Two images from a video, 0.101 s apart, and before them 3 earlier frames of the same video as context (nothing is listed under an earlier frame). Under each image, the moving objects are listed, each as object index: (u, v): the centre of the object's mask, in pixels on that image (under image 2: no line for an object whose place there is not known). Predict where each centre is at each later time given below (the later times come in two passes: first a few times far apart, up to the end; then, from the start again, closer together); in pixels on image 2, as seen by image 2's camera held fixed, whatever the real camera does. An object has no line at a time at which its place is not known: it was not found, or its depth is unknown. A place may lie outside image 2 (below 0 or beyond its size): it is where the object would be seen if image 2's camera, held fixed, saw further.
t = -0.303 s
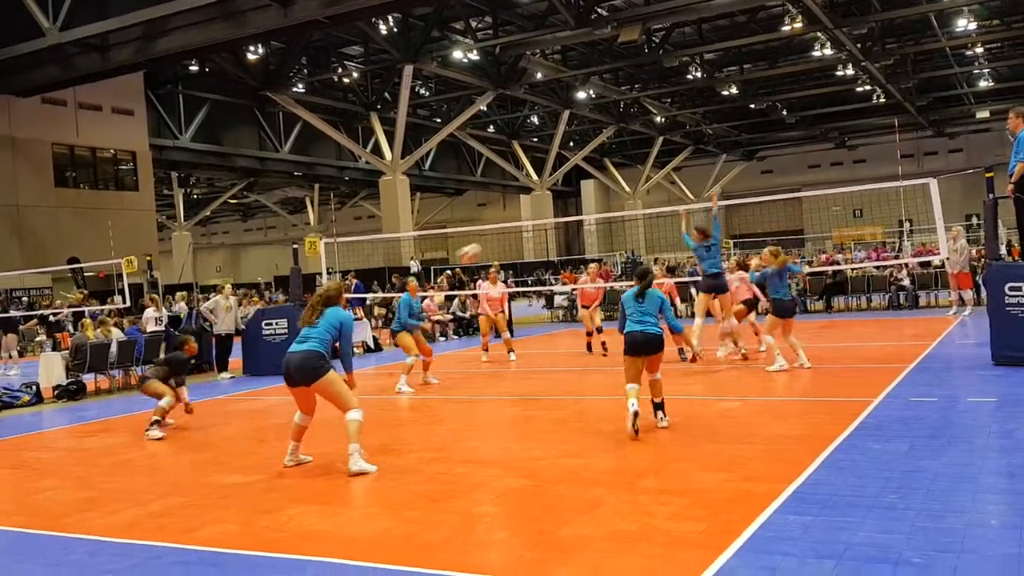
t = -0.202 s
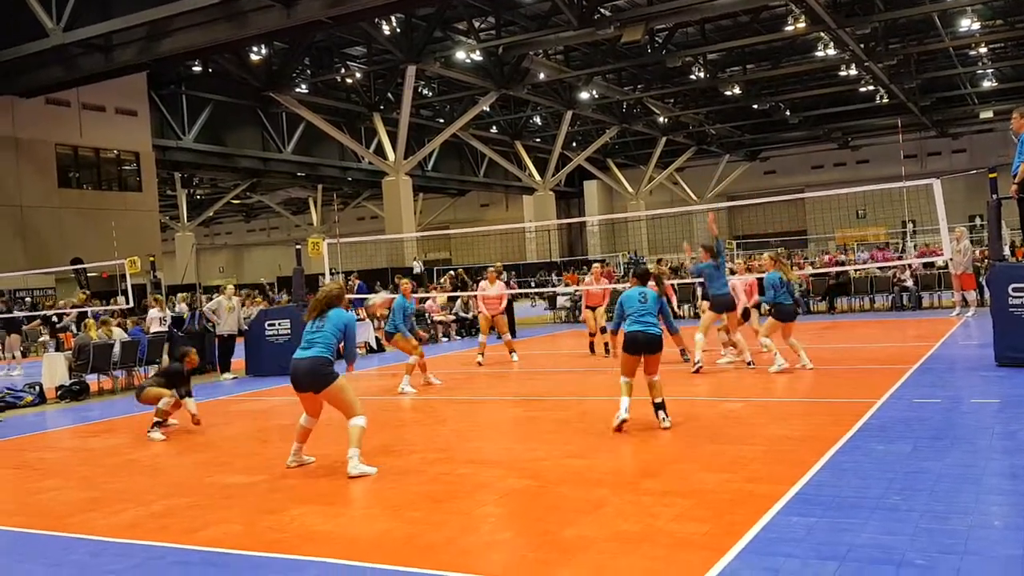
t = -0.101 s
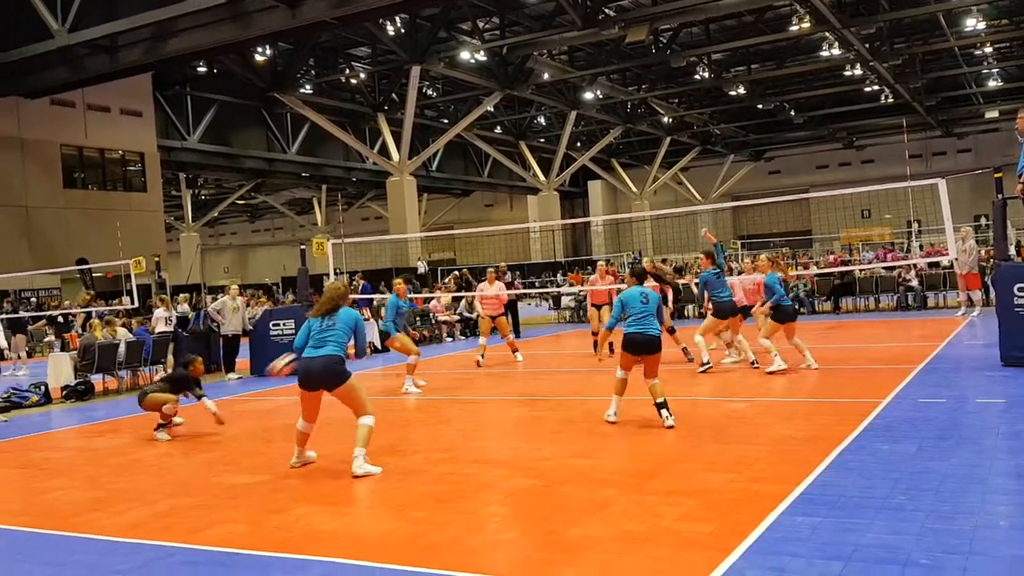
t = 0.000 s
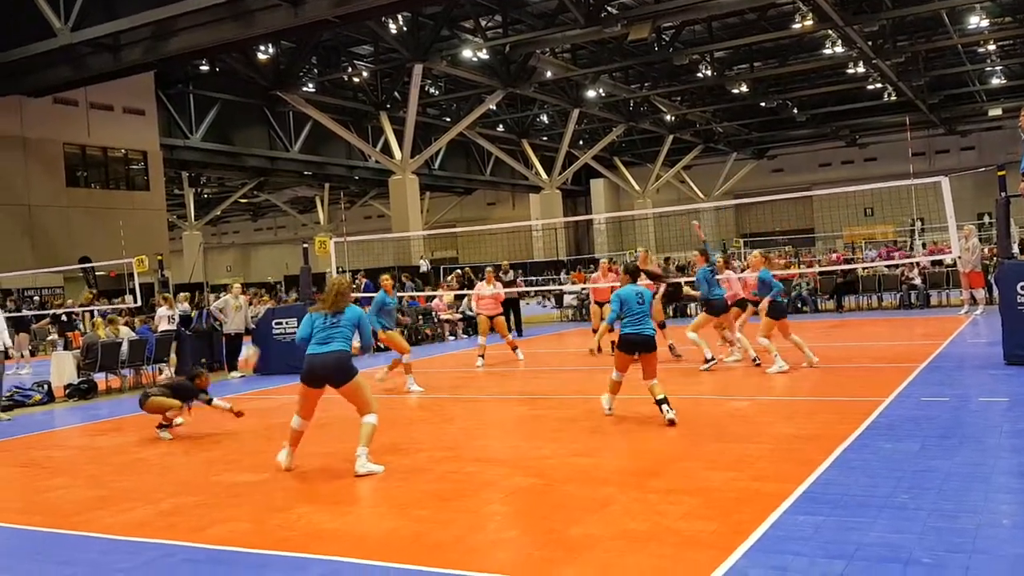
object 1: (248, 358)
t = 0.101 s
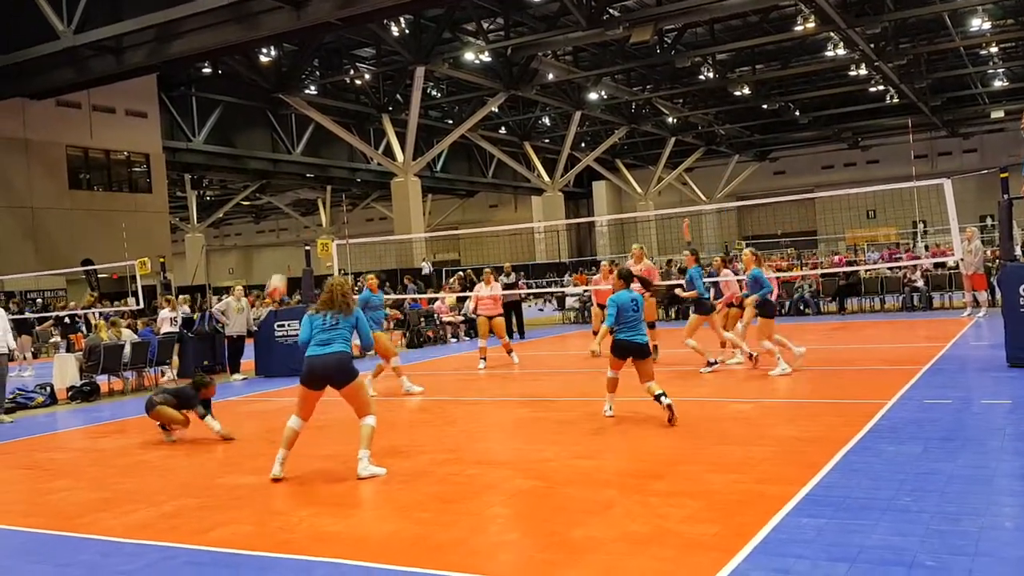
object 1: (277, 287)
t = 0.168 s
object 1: (292, 242)
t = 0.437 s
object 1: (350, 120)
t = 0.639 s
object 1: (388, 72)
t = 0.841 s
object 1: (423, 58)
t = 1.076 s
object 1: (466, 80)
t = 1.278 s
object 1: (500, 128)
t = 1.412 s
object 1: (523, 173)
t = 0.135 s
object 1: (285, 265)
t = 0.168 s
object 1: (292, 242)
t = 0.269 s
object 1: (315, 189)
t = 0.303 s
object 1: (322, 174)
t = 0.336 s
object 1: (329, 159)
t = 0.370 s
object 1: (335, 146)
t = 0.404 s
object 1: (342, 132)
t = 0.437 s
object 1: (350, 120)
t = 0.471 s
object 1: (356, 110)
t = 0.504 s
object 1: (362, 101)
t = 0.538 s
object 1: (368, 92)
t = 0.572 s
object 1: (375, 84)
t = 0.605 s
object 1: (381, 78)
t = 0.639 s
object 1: (388, 72)
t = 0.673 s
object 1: (393, 68)
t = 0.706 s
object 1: (400, 64)
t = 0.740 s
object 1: (406, 61)
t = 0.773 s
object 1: (412, 59)
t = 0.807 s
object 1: (418, 58)
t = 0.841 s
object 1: (423, 58)
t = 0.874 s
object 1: (430, 58)
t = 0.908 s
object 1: (436, 60)
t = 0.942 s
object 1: (443, 63)
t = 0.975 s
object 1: (448, 66)
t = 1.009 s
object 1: (453, 69)
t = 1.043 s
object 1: (460, 74)
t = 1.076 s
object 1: (466, 80)
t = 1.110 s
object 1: (471, 86)
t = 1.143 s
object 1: (477, 93)
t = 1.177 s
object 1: (483, 100)
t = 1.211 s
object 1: (489, 108)
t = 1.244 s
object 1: (495, 119)
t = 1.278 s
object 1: (500, 128)
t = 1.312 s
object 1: (506, 138)
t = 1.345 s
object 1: (512, 149)
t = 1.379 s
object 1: (518, 161)
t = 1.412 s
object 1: (523, 173)
